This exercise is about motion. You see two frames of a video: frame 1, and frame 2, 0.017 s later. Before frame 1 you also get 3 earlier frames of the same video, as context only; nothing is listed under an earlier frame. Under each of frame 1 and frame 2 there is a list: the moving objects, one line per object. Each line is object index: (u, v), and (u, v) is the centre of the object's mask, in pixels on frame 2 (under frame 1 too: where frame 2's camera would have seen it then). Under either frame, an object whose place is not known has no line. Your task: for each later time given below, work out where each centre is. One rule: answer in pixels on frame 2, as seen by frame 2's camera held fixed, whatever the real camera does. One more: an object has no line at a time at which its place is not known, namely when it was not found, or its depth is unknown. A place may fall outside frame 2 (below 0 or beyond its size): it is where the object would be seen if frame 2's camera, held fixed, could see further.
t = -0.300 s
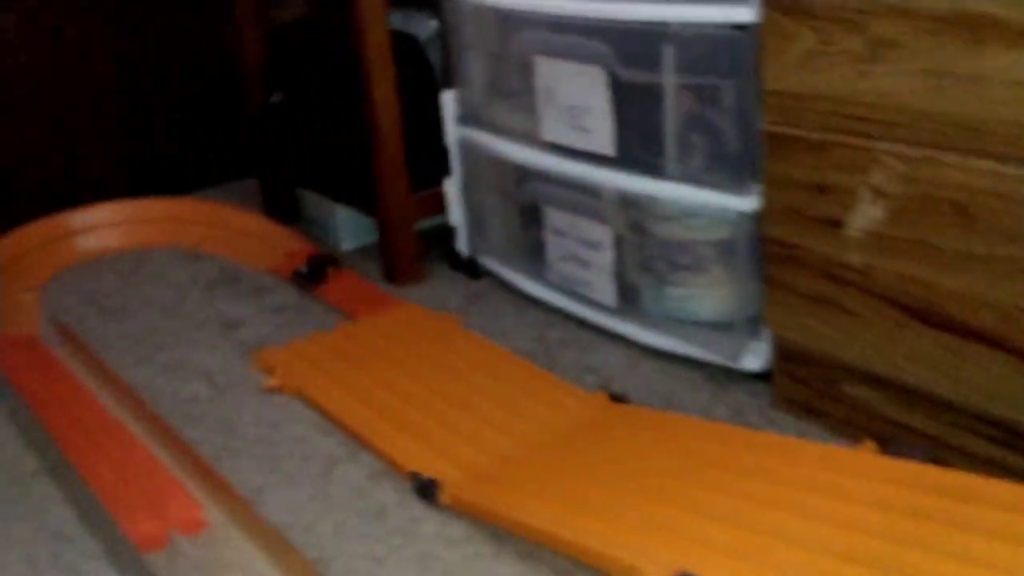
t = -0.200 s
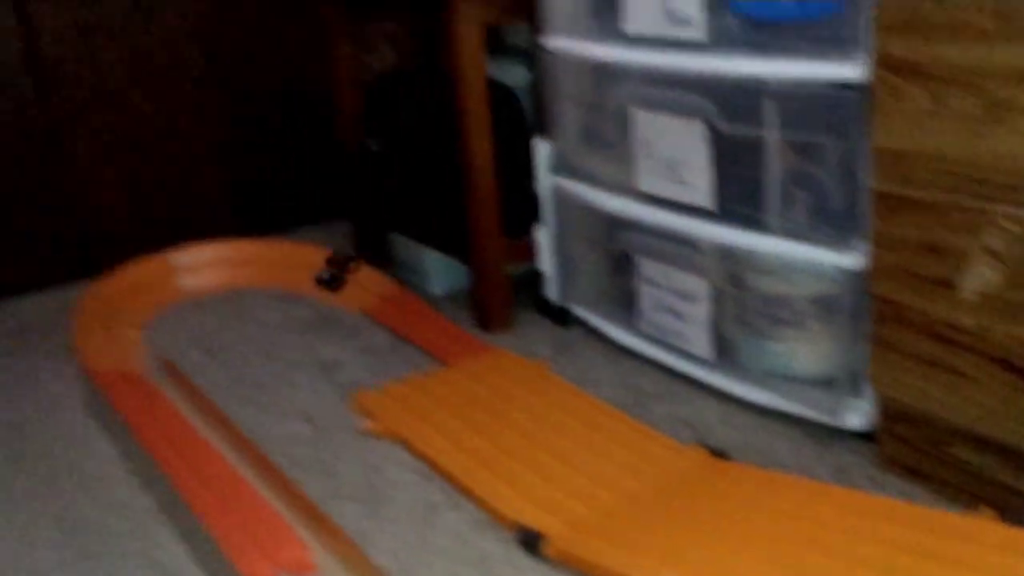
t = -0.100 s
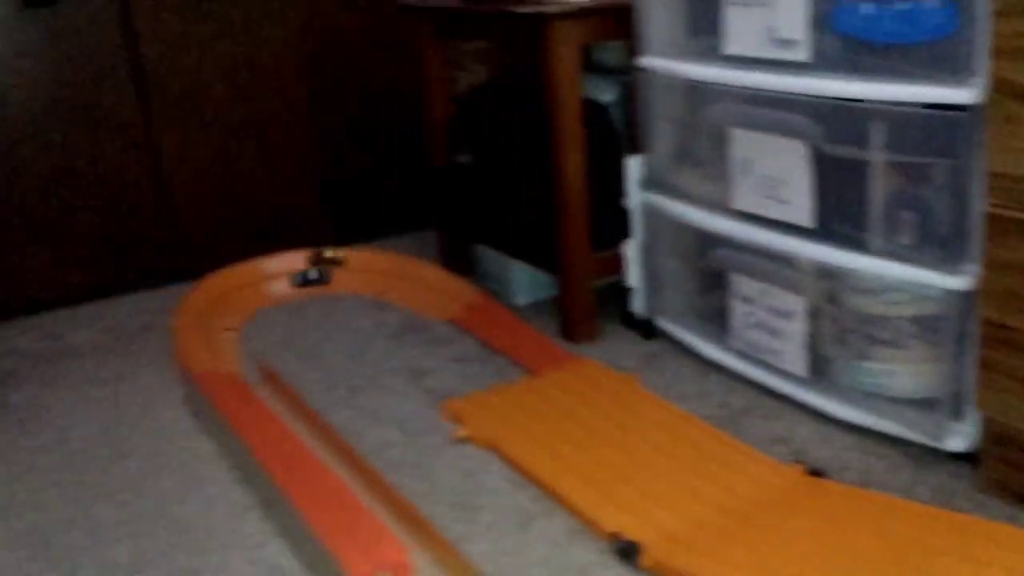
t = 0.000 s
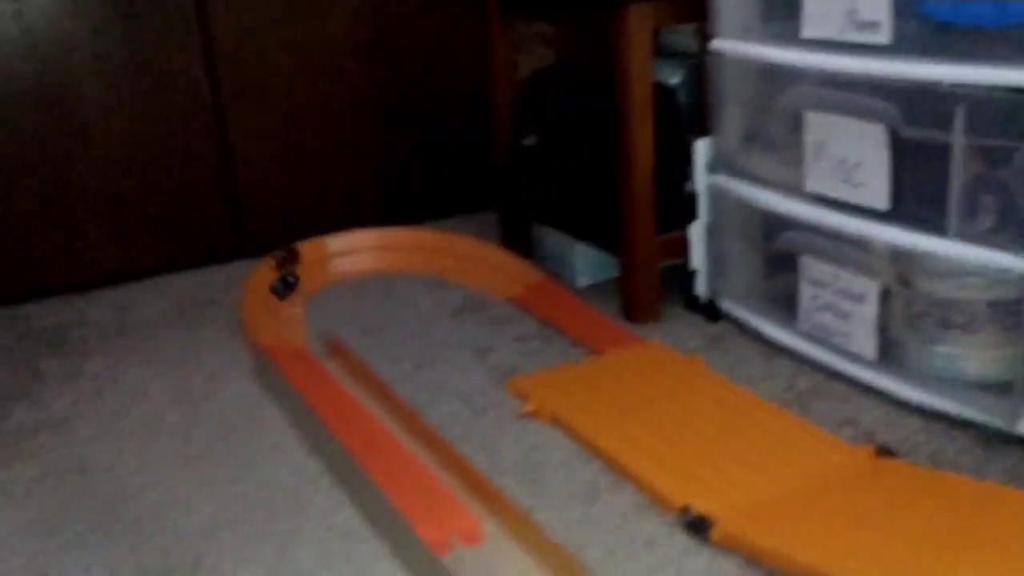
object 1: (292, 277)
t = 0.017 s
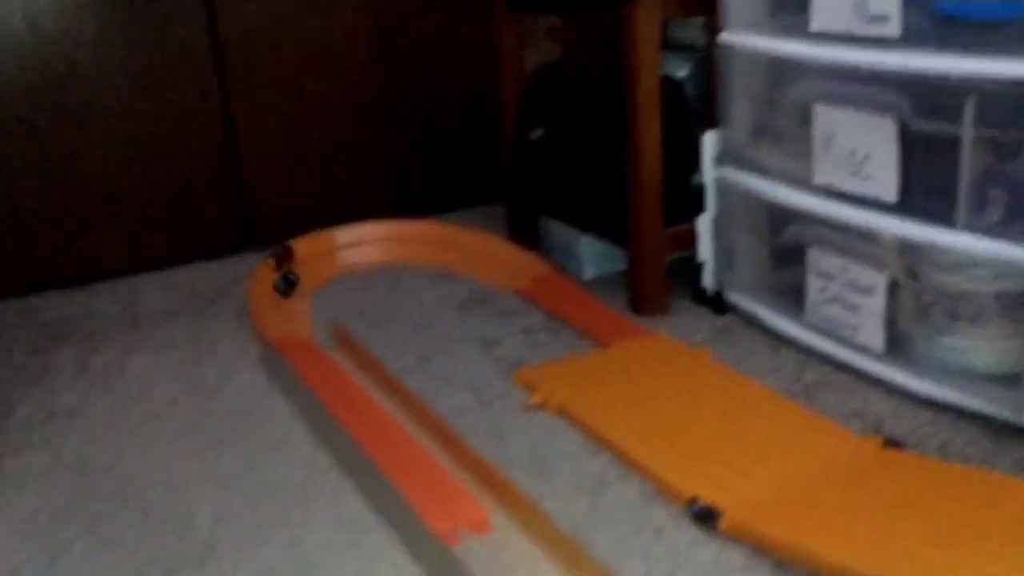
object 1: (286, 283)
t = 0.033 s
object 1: (282, 290)
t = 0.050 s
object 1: (281, 298)
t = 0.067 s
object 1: (281, 304)
